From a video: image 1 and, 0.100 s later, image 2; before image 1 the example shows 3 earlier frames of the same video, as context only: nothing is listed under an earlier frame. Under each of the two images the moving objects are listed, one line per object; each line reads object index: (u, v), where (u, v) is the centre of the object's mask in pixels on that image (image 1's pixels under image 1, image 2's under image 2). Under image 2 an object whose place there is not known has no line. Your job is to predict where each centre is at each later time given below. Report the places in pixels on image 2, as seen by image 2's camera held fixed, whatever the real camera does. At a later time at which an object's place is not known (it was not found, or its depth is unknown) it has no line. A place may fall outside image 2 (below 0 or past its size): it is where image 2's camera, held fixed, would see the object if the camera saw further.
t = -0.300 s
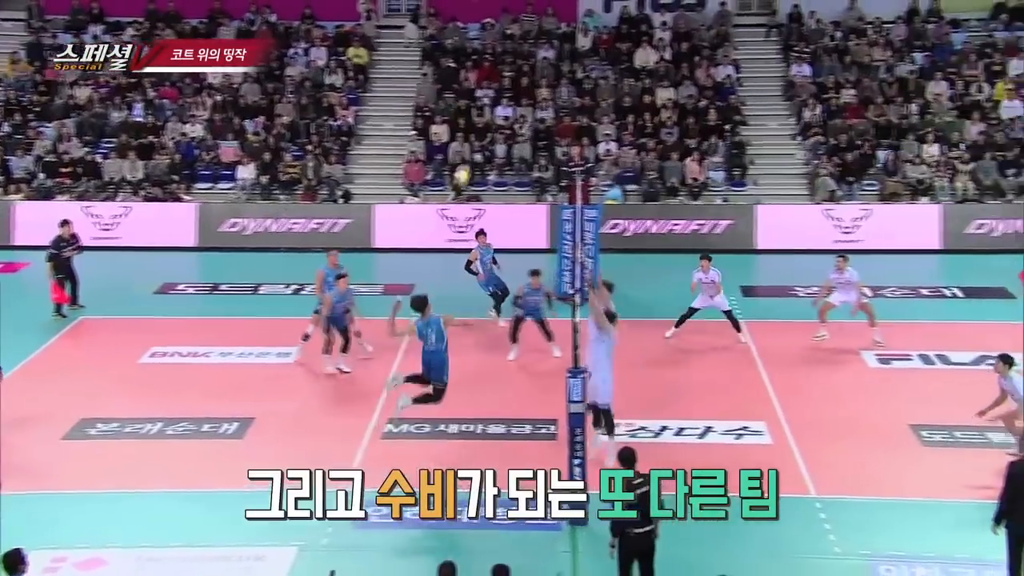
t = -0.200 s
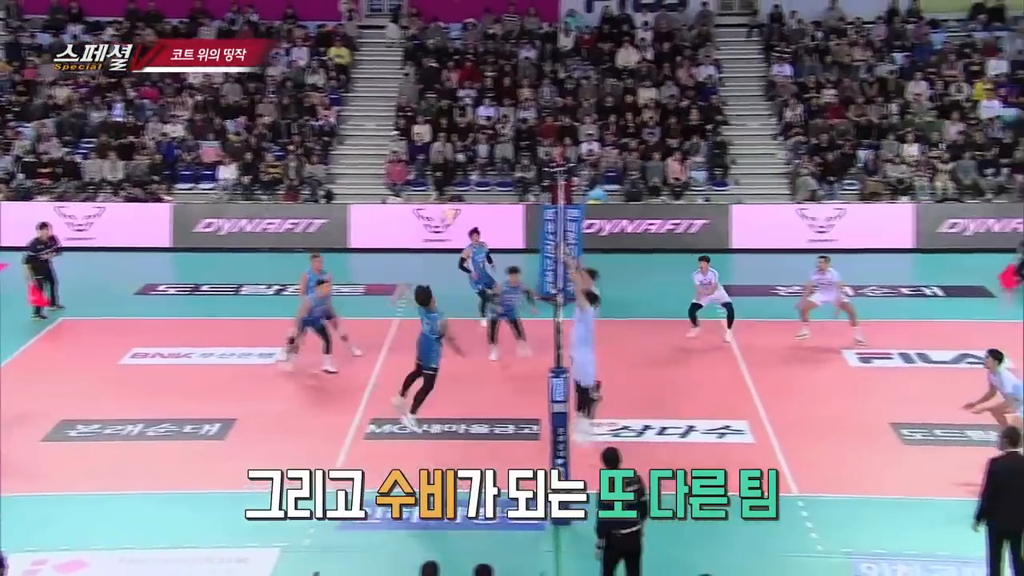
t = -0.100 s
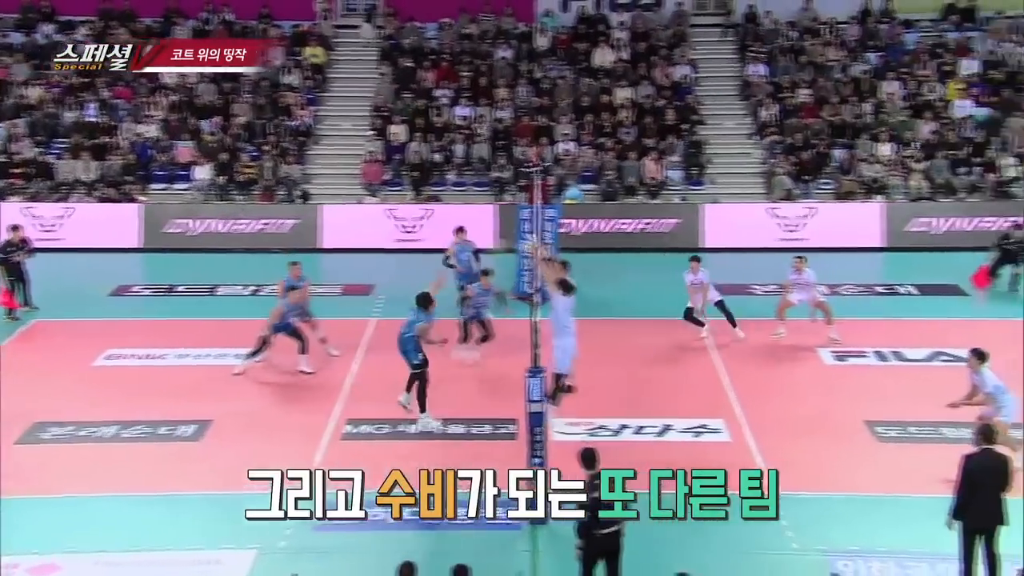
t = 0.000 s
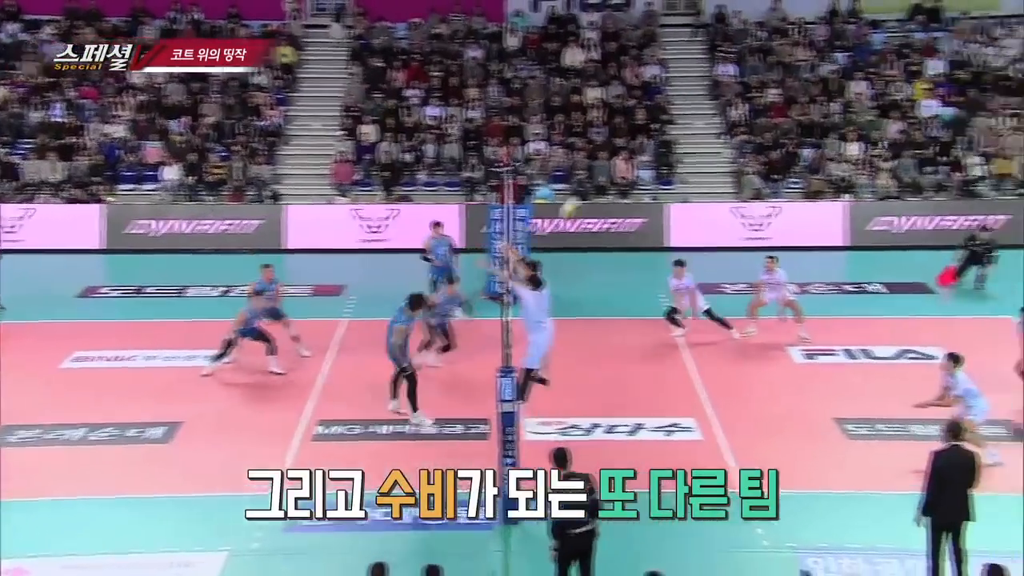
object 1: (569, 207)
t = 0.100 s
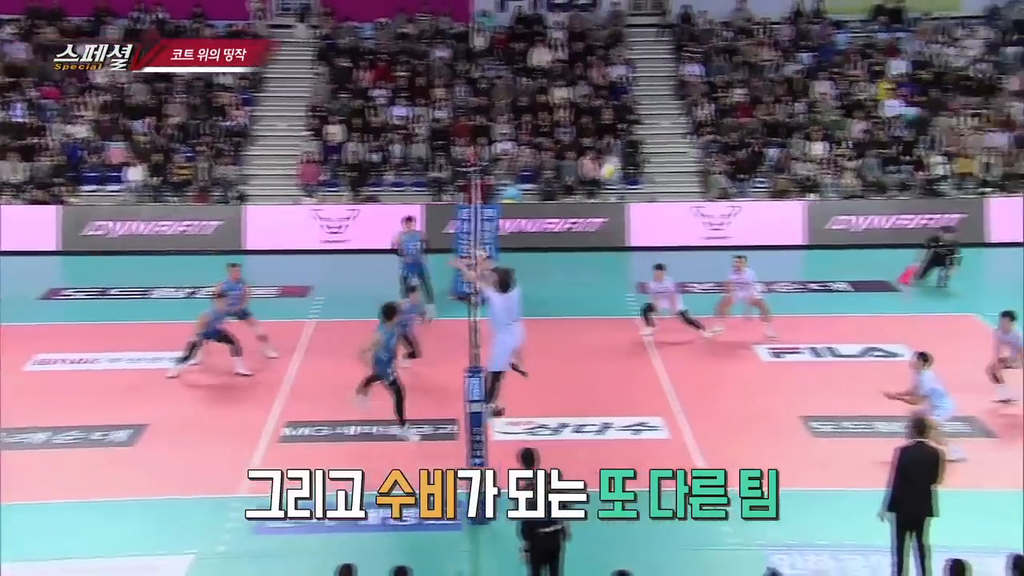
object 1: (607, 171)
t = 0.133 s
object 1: (631, 159)
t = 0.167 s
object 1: (656, 147)
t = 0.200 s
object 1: (681, 138)
